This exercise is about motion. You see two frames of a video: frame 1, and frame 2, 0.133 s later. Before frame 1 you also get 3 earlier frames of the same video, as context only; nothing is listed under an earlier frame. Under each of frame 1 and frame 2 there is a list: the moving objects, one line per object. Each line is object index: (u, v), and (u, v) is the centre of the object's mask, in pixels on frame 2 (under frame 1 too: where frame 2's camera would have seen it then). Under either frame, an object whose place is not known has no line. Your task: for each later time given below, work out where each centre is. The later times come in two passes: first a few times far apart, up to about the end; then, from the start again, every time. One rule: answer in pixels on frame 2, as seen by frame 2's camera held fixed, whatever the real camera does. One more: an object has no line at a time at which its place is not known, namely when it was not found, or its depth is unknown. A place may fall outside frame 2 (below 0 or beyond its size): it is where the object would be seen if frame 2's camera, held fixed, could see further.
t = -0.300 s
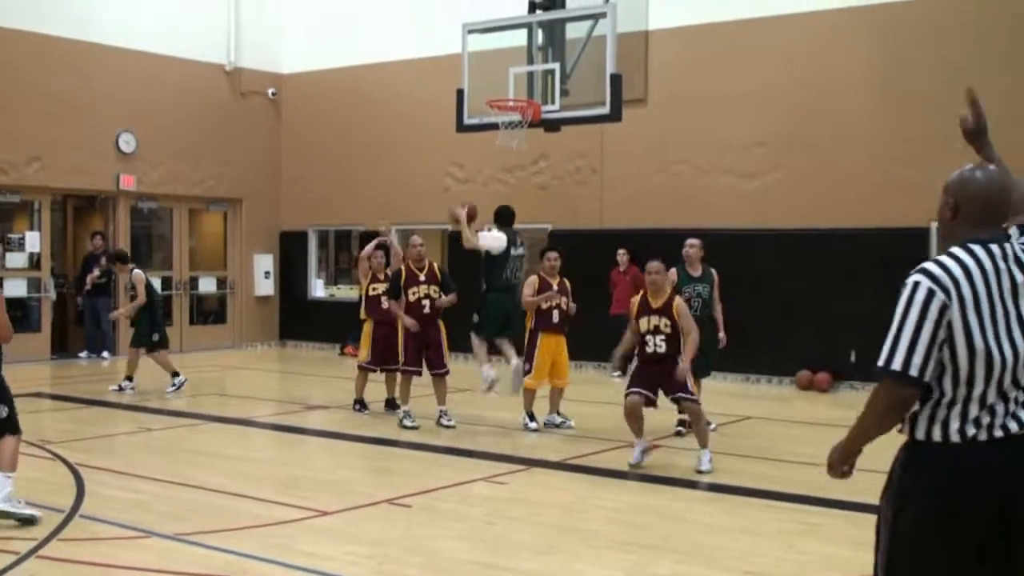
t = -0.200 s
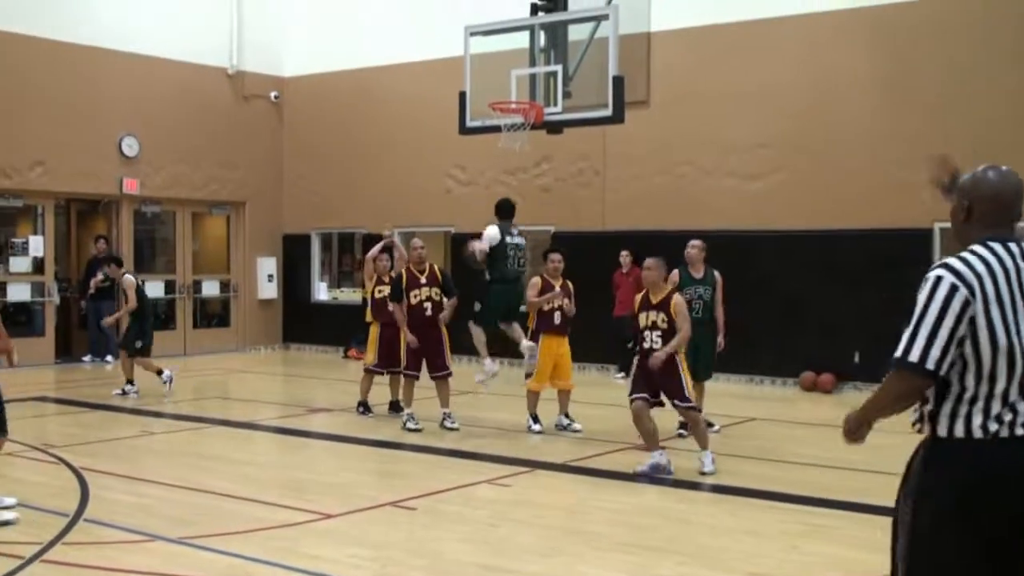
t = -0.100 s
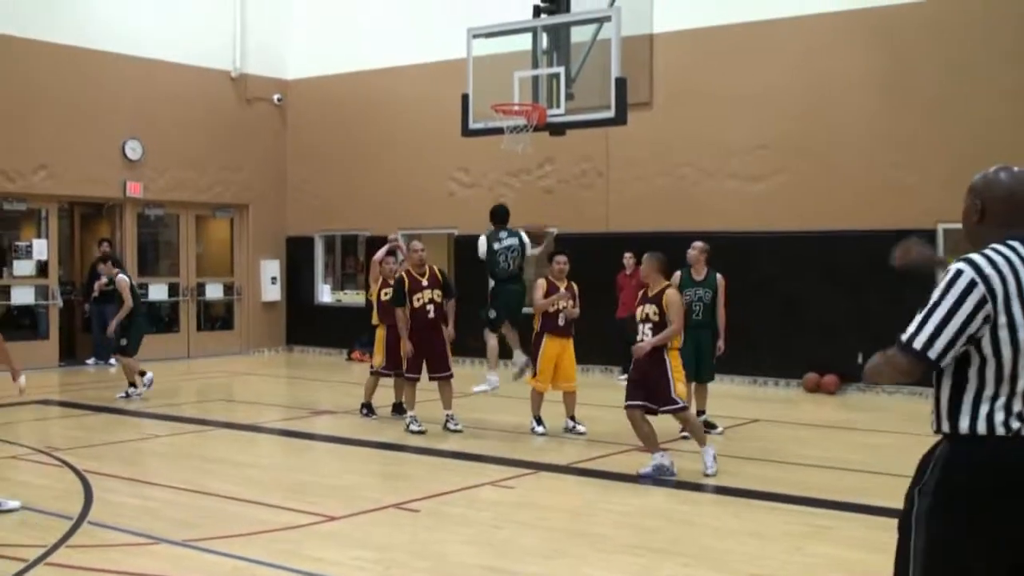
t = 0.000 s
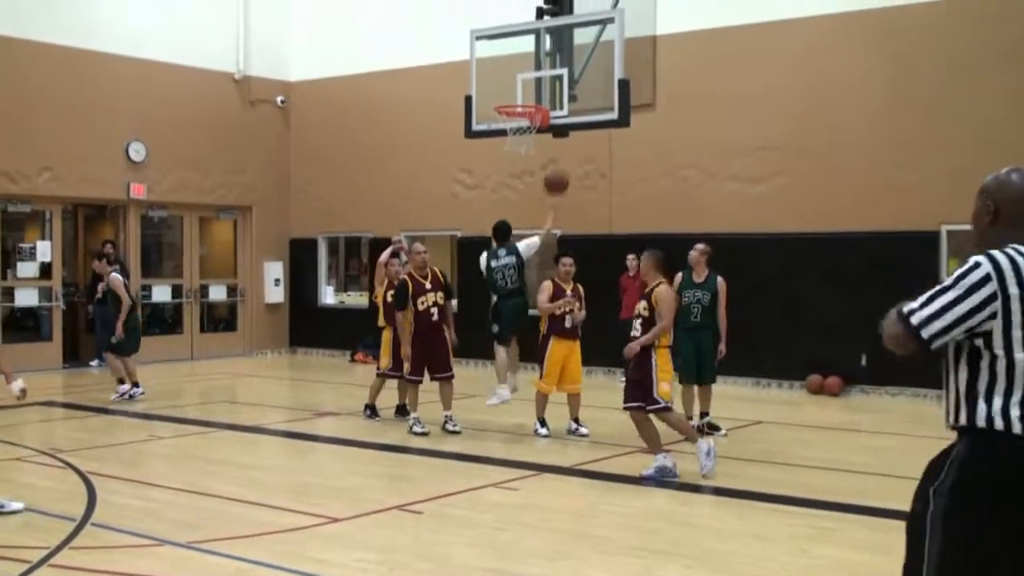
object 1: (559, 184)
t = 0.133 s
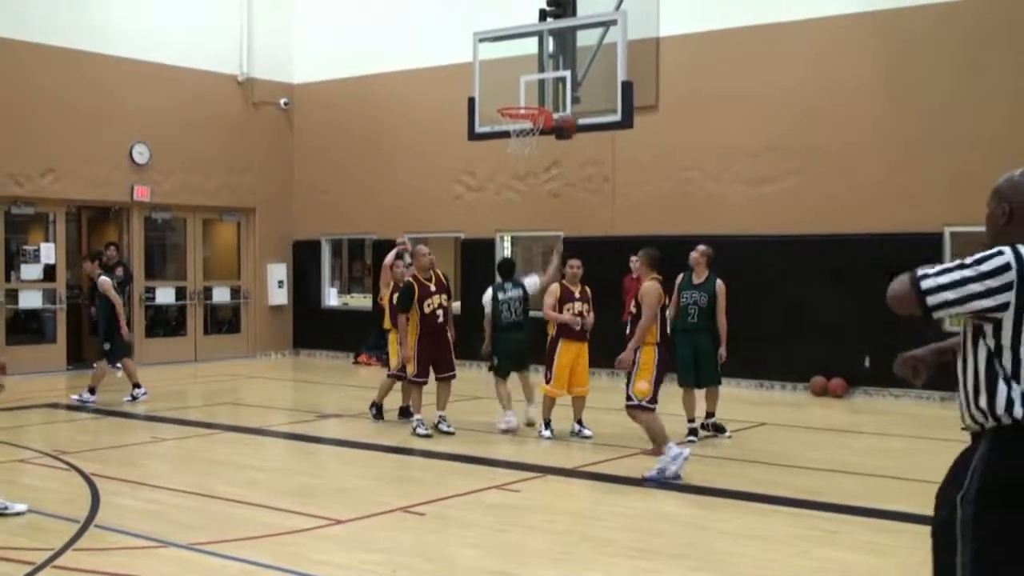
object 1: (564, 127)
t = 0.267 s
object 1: (572, 86)
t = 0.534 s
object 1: (578, 60)
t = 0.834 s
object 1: (534, 98)
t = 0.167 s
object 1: (568, 113)
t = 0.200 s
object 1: (570, 103)
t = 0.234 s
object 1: (571, 94)
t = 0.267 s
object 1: (572, 86)
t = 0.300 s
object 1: (573, 78)
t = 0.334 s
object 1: (575, 72)
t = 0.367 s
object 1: (577, 68)
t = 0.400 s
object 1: (578, 63)
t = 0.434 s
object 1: (580, 62)
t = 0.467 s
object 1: (581, 60)
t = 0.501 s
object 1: (581, 60)
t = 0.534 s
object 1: (578, 60)
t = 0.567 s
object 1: (572, 60)
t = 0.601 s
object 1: (568, 62)
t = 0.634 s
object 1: (563, 66)
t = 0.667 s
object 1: (558, 70)
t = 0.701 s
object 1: (553, 77)
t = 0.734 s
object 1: (548, 82)
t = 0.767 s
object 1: (543, 90)
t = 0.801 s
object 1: (539, 98)
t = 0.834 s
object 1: (534, 98)
